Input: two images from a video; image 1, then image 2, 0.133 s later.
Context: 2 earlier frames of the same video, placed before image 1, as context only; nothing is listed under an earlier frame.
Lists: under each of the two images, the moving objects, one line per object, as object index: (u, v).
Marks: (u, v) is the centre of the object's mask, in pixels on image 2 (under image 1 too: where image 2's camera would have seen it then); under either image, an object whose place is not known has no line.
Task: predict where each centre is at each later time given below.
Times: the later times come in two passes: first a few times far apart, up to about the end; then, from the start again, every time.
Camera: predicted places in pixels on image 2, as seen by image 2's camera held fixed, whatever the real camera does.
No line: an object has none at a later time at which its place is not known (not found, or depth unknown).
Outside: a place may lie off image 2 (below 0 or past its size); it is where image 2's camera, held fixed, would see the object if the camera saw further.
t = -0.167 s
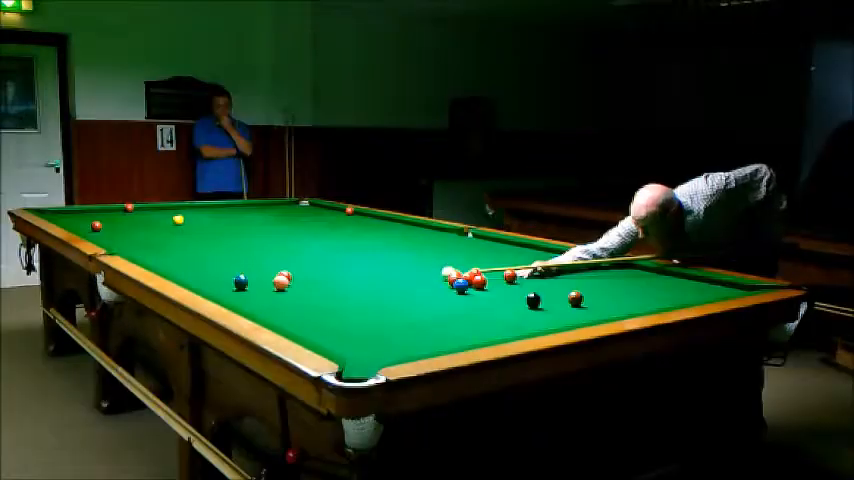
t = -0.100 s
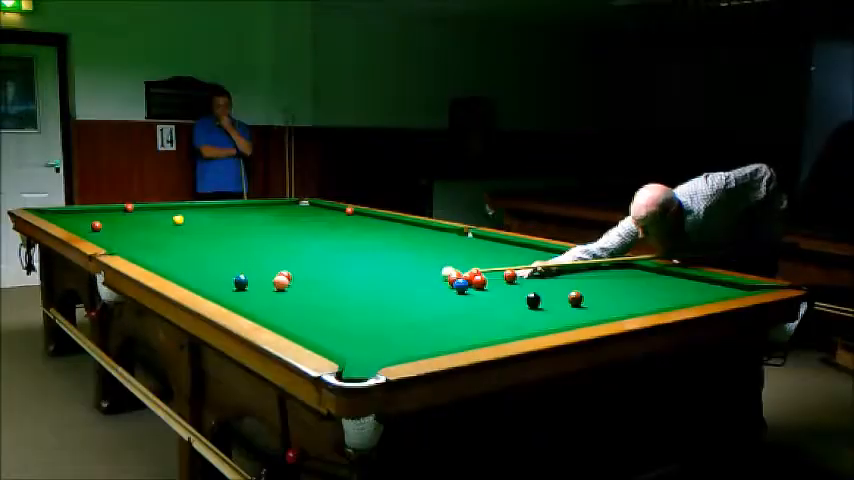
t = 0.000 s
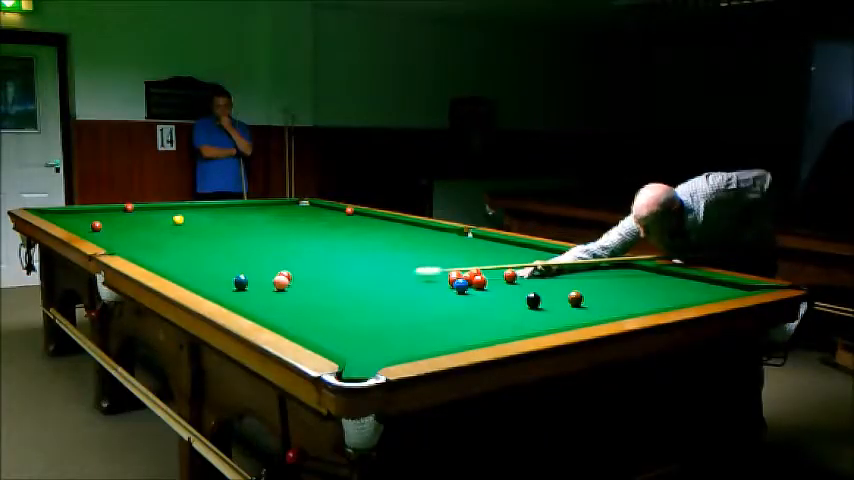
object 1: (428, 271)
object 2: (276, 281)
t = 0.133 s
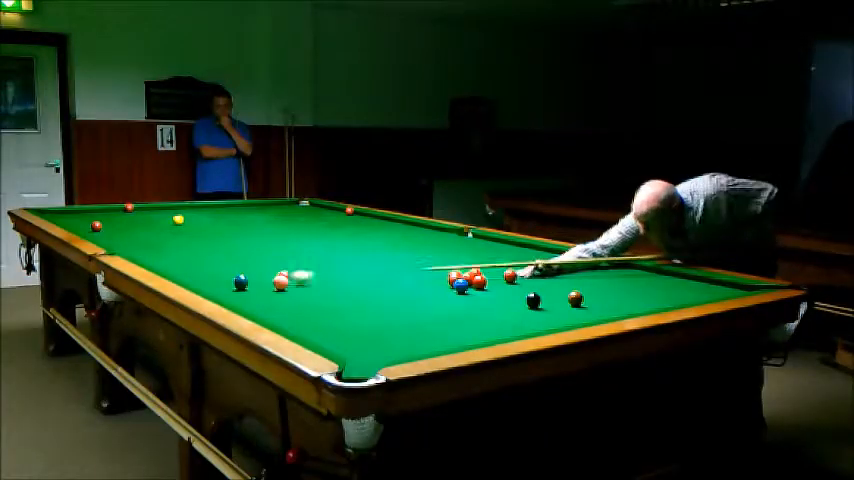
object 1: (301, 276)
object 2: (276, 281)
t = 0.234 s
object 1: (294, 280)
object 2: (277, 281)
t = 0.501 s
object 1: (281, 283)
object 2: (257, 285)
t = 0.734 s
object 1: (257, 286)
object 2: (239, 288)
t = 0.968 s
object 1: (236, 289)
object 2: (220, 289)
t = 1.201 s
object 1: (230, 290)
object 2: (213, 288)
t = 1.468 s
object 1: (235, 288)
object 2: (220, 288)
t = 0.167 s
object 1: (297, 277)
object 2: (276, 281)
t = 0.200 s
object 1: (296, 279)
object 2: (277, 281)
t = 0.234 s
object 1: (294, 280)
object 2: (277, 281)
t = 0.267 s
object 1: (294, 280)
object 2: (274, 281)
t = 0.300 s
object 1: (294, 281)
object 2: (274, 282)
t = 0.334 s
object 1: (294, 281)
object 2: (271, 283)
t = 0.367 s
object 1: (293, 281)
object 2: (268, 283)
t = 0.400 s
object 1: (291, 282)
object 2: (266, 284)
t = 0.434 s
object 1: (288, 282)
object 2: (263, 284)
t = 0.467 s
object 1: (285, 283)
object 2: (260, 284)
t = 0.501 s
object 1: (281, 283)
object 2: (257, 285)
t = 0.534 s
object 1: (278, 284)
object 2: (255, 285)
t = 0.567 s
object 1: (274, 284)
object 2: (252, 286)
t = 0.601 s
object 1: (271, 285)
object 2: (249, 286)
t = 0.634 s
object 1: (267, 285)
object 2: (247, 287)
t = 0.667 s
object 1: (264, 285)
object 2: (244, 287)
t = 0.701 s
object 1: (261, 285)
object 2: (242, 287)
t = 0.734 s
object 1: (257, 286)
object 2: (239, 288)
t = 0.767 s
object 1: (254, 287)
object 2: (236, 288)
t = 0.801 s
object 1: (250, 287)
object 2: (233, 288)
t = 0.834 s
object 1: (247, 288)
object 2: (231, 289)
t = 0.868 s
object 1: (245, 288)
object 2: (229, 289)
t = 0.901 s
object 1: (241, 288)
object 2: (226, 289)
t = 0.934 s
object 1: (239, 289)
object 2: (223, 289)
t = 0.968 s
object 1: (236, 289)
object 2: (220, 289)
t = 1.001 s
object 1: (233, 289)
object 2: (217, 289)
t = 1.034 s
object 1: (230, 290)
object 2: (213, 289)
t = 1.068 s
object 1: (228, 289)
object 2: (211, 288)
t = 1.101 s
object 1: (228, 289)
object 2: (210, 288)
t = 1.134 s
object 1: (228, 289)
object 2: (210, 288)
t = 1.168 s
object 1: (228, 289)
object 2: (211, 288)
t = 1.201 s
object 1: (230, 290)
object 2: (213, 288)
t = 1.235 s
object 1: (231, 289)
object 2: (213, 288)
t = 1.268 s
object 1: (231, 289)
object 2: (214, 288)
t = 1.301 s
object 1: (231, 289)
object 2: (214, 288)
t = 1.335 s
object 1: (233, 288)
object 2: (216, 288)
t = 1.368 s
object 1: (234, 288)
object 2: (217, 288)
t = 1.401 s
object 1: (234, 288)
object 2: (218, 288)
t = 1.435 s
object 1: (234, 288)
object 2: (219, 288)
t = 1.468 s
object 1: (235, 288)
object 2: (220, 288)
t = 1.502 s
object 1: (235, 288)
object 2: (220, 288)
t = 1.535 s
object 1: (236, 288)
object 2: (222, 287)
